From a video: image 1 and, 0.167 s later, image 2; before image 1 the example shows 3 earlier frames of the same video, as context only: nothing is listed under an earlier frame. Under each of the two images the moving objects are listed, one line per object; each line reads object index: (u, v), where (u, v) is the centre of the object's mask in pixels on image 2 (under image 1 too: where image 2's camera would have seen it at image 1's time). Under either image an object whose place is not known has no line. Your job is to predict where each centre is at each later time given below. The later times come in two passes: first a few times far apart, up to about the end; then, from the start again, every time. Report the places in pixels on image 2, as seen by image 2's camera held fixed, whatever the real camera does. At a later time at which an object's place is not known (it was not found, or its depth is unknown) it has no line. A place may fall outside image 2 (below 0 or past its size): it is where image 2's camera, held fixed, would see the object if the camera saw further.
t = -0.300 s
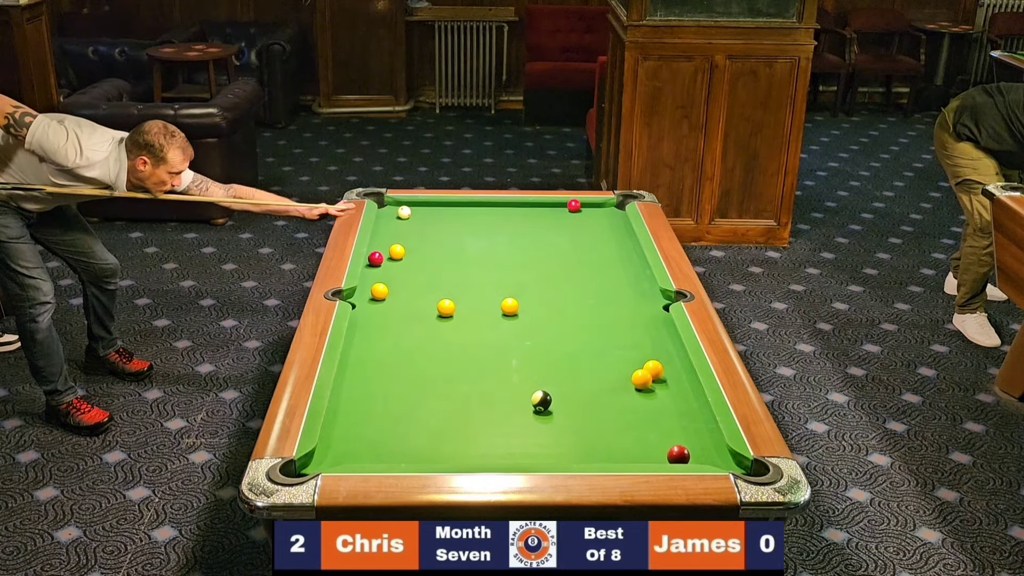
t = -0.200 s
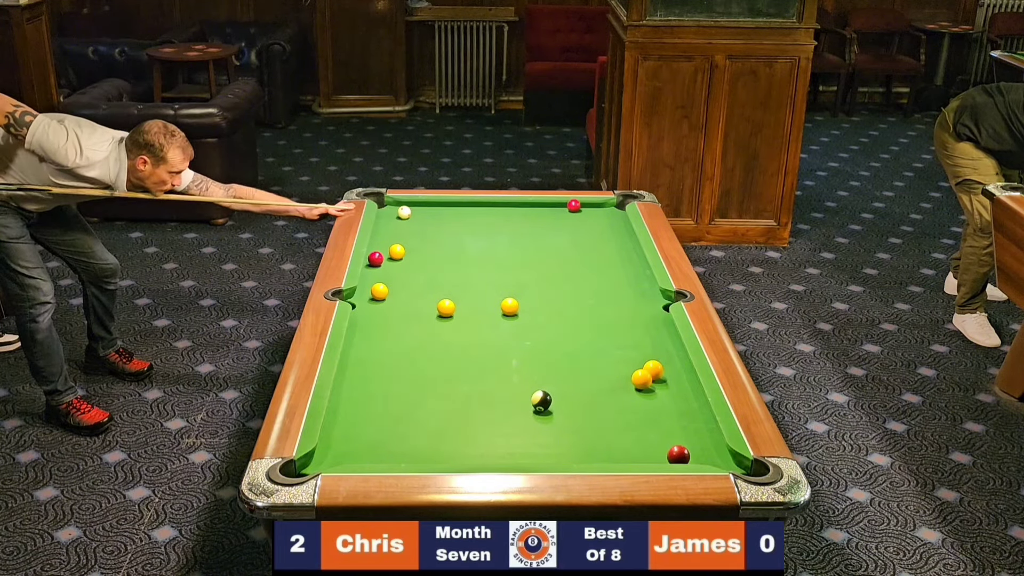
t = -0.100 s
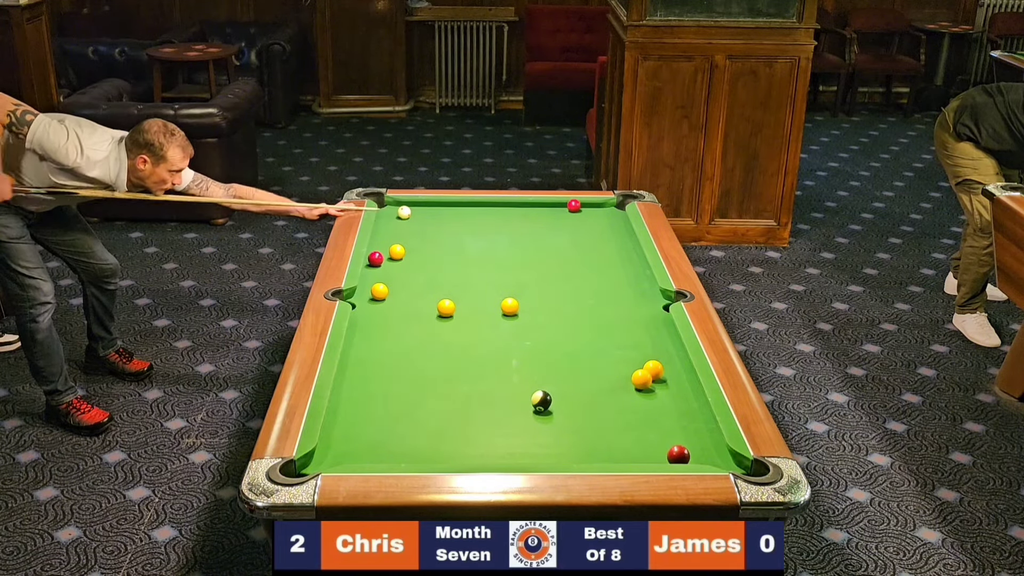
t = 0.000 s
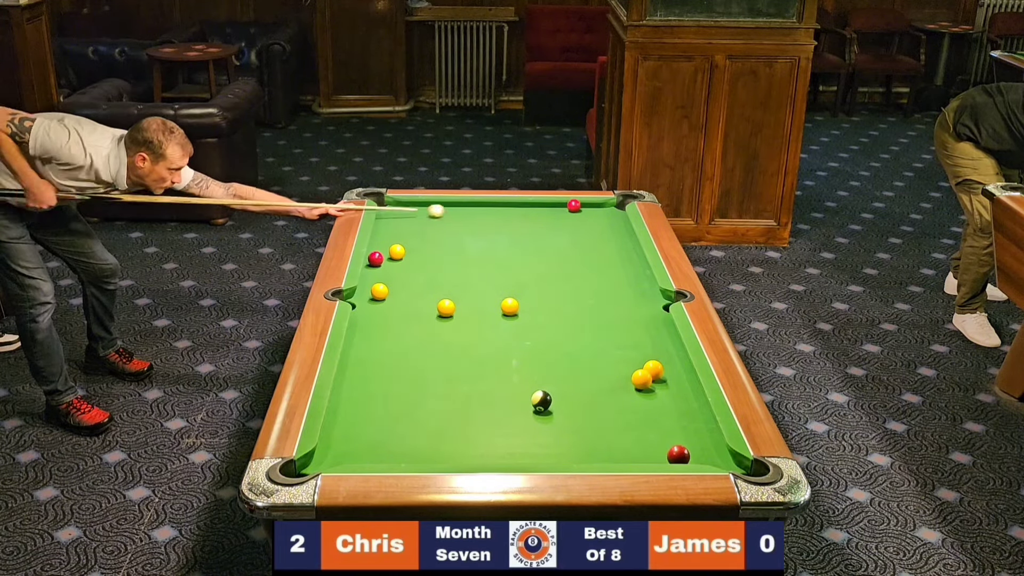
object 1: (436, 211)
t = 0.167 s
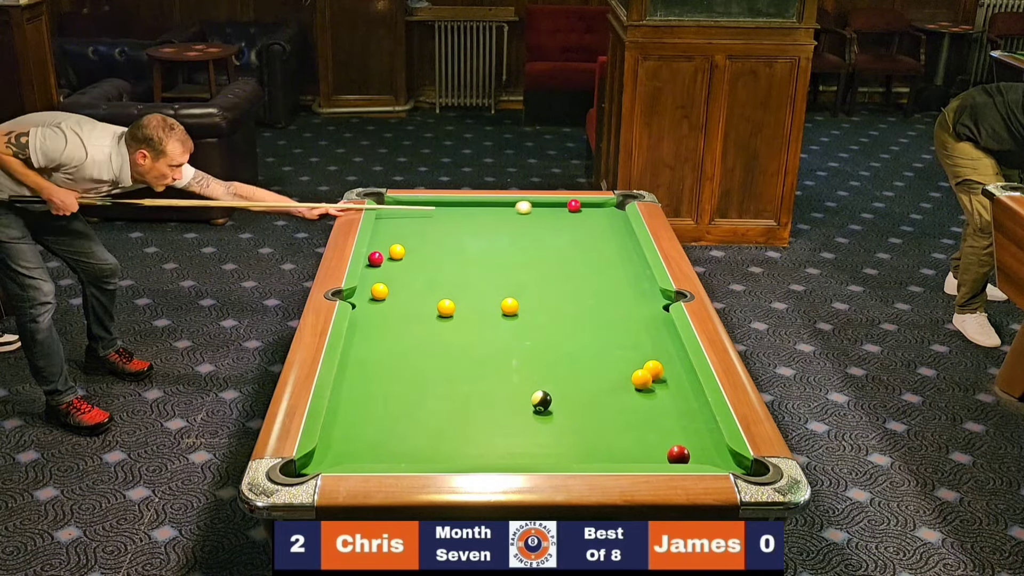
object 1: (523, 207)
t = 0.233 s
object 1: (557, 206)
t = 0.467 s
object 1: (568, 206)
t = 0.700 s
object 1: (584, 207)
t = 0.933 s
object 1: (598, 209)
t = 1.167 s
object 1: (611, 210)
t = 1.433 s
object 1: (617, 212)
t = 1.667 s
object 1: (612, 212)
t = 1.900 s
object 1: (608, 213)
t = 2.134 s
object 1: (606, 213)
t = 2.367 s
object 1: (605, 213)
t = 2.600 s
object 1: (604, 213)
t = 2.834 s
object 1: (605, 213)
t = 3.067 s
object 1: (604, 213)
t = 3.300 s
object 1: (605, 213)
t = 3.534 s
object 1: (605, 213)
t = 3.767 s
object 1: (605, 213)
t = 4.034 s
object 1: (605, 213)
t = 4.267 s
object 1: (605, 213)
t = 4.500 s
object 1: (605, 213)
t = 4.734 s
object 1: (605, 213)
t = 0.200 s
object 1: (540, 207)
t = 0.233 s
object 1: (557, 206)
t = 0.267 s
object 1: (560, 206)
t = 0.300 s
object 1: (559, 205)
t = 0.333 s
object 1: (560, 205)
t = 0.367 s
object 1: (561, 205)
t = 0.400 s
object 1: (563, 205)
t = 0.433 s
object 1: (566, 205)
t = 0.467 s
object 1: (568, 206)
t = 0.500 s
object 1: (570, 206)
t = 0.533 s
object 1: (573, 206)
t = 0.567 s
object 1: (575, 206)
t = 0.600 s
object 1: (577, 207)
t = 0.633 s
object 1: (580, 207)
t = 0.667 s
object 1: (582, 207)
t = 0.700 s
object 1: (584, 207)
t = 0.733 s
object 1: (586, 208)
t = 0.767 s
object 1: (588, 208)
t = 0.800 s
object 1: (590, 208)
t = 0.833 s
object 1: (592, 208)
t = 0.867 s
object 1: (594, 208)
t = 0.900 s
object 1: (596, 209)
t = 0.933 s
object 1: (598, 209)
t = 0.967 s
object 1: (600, 209)
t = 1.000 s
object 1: (602, 209)
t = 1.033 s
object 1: (604, 210)
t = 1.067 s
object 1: (606, 210)
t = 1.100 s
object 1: (607, 210)
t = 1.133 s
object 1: (609, 210)
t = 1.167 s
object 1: (611, 210)
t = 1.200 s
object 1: (613, 211)
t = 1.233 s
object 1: (614, 211)
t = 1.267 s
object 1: (615, 211)
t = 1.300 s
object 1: (617, 211)
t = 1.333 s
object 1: (619, 212)
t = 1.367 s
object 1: (619, 212)
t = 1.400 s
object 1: (618, 212)
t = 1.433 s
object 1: (617, 212)
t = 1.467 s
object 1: (616, 212)
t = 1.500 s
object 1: (615, 212)
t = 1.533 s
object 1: (615, 212)
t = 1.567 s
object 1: (614, 212)
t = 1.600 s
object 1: (613, 212)
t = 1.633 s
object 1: (613, 212)
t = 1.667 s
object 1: (612, 212)
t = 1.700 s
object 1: (611, 212)
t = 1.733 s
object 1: (611, 212)
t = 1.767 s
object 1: (610, 212)
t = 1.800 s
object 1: (609, 212)
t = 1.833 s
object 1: (609, 213)
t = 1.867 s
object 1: (608, 213)
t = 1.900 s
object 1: (608, 213)
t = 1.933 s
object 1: (607, 213)
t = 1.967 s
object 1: (607, 213)
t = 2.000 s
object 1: (607, 213)
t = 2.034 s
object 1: (606, 213)
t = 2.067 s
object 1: (606, 213)
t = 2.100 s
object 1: (606, 213)
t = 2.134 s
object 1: (606, 213)
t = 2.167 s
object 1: (605, 213)
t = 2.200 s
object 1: (605, 213)
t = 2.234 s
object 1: (605, 213)
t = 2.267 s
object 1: (605, 213)
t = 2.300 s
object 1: (605, 213)
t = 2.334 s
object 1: (605, 213)
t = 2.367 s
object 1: (605, 213)
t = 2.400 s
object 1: (605, 213)
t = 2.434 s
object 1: (605, 213)
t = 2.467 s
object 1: (604, 213)
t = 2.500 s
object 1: (604, 213)
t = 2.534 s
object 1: (604, 213)
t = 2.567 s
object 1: (604, 213)
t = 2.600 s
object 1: (604, 213)
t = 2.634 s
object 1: (604, 213)
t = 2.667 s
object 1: (604, 213)
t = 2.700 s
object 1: (604, 213)
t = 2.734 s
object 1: (604, 213)
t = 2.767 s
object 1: (605, 213)
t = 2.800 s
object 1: (605, 213)
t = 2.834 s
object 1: (605, 213)
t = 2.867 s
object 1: (605, 213)
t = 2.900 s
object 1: (604, 213)
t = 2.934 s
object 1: (605, 213)
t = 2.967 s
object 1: (604, 213)
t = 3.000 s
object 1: (604, 213)
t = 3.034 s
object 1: (604, 213)
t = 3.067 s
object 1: (604, 213)
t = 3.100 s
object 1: (605, 213)
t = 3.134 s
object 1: (605, 213)
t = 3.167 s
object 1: (605, 213)
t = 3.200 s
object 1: (605, 213)
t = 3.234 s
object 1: (605, 213)
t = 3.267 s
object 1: (605, 213)
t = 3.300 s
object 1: (605, 213)
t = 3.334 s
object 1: (604, 213)
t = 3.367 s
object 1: (604, 213)
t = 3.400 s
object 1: (605, 213)
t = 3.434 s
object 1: (604, 213)
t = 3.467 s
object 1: (604, 213)
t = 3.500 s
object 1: (605, 213)
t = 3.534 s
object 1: (605, 213)
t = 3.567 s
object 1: (605, 213)
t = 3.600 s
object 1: (605, 213)
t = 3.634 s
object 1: (605, 213)
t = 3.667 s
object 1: (605, 213)
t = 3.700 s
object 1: (605, 213)
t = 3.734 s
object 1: (605, 213)
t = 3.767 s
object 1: (605, 213)
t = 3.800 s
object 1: (605, 213)
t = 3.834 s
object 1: (605, 213)
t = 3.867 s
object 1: (605, 213)
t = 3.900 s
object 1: (605, 213)
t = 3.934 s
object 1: (605, 213)
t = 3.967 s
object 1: (605, 213)
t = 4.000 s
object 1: (605, 213)
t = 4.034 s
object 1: (605, 213)
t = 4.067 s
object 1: (605, 213)
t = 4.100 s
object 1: (605, 213)
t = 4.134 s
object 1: (605, 213)
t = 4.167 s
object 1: (605, 213)
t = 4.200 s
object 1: (605, 213)
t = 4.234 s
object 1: (605, 213)
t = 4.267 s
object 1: (605, 213)
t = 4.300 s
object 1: (605, 213)
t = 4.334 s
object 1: (605, 213)
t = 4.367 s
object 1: (605, 213)
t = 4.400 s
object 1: (605, 213)
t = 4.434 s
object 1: (605, 213)
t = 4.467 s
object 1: (605, 213)
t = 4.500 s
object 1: (605, 213)
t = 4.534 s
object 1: (605, 213)
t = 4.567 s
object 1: (605, 213)
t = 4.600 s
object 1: (605, 213)
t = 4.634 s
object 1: (605, 213)
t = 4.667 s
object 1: (605, 213)
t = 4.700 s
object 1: (605, 213)
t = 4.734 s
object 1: (605, 213)
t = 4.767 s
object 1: (605, 213)
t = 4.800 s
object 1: (605, 213)
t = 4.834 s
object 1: (605, 213)
